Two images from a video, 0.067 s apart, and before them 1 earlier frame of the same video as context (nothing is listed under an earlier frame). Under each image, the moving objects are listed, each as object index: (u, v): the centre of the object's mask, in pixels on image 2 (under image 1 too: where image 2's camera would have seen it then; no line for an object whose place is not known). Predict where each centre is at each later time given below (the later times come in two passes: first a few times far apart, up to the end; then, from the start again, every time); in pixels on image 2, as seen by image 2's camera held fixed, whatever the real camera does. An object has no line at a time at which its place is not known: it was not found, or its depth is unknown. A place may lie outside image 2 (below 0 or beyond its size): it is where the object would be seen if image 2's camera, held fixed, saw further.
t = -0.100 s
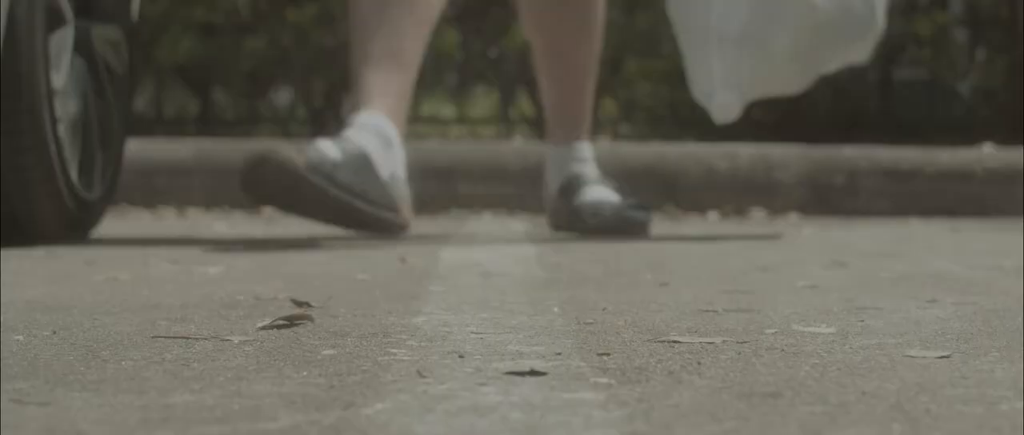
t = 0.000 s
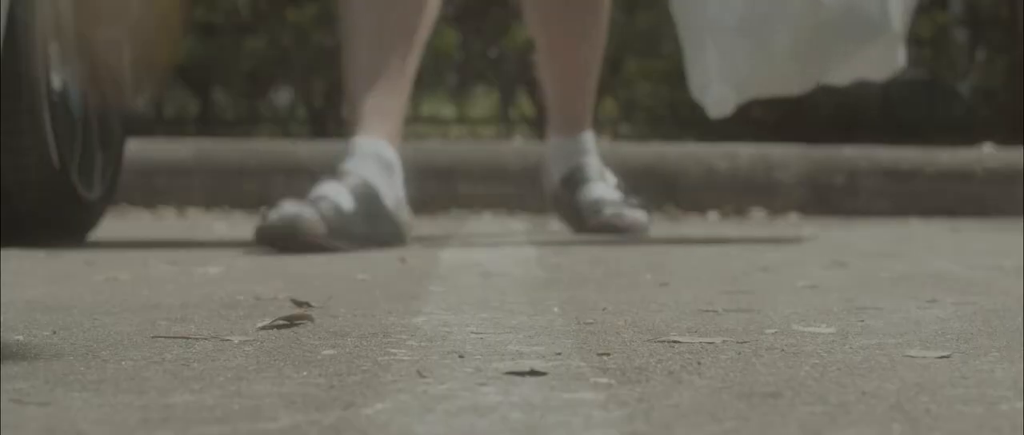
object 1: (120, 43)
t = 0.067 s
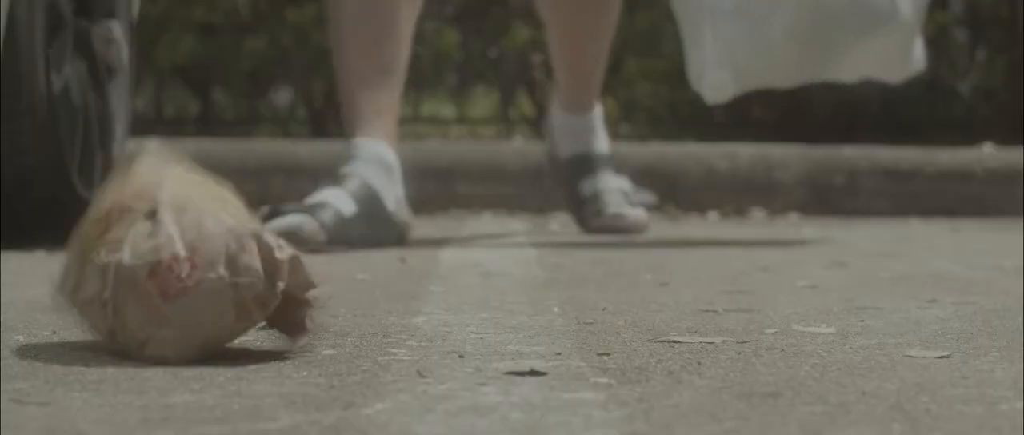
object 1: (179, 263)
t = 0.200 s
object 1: (261, 204)
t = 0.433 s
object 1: (272, 223)
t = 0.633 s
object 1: (176, 290)
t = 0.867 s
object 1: (172, 295)
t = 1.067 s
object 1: (172, 295)
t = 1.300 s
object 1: (172, 295)
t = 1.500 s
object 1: (172, 295)
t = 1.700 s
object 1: (172, 295)
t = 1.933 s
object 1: (172, 295)
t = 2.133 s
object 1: (172, 295)
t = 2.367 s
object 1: (172, 295)
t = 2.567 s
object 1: (172, 295)
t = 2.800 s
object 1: (172, 295)
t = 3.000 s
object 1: (172, 295)
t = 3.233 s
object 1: (172, 295)
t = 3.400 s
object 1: (172, 295)
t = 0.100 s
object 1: (195, 227)
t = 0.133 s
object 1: (222, 209)
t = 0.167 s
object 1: (250, 205)
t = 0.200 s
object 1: (261, 204)
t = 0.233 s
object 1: (269, 205)
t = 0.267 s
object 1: (281, 206)
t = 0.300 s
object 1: (288, 208)
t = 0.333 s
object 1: (287, 210)
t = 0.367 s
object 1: (284, 214)
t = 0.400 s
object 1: (280, 218)
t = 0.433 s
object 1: (272, 223)
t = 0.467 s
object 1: (259, 233)
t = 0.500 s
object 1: (245, 248)
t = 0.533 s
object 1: (222, 275)
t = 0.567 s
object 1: (202, 298)
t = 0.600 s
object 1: (196, 294)
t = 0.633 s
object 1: (176, 290)
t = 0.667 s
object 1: (168, 295)
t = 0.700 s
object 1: (169, 293)
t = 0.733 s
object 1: (172, 295)
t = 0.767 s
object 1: (173, 295)
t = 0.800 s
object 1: (172, 295)
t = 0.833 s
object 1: (171, 296)
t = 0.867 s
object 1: (172, 295)
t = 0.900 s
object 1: (172, 295)
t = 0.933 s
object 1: (172, 295)
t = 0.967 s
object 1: (172, 295)
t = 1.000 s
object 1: (172, 295)
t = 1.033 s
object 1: (172, 295)
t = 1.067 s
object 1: (172, 295)
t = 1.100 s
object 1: (172, 295)
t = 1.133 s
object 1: (172, 295)
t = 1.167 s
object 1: (172, 295)
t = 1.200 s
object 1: (172, 295)
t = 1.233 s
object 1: (172, 295)
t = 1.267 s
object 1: (172, 295)
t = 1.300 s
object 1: (172, 295)
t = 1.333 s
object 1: (172, 295)
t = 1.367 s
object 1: (172, 295)
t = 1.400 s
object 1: (172, 295)
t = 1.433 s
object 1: (172, 295)
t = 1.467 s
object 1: (172, 295)
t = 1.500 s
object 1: (172, 295)
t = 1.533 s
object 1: (172, 295)
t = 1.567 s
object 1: (172, 295)
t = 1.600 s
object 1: (172, 295)
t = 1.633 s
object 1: (172, 295)
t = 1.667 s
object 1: (172, 295)
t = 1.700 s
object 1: (172, 295)
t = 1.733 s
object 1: (172, 296)
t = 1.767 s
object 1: (172, 296)
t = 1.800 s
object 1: (172, 295)
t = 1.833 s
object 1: (172, 295)
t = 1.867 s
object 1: (172, 295)
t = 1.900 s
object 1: (172, 295)
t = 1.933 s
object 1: (172, 295)
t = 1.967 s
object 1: (172, 295)
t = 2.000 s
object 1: (172, 295)
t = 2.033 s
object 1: (172, 295)
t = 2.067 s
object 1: (172, 295)
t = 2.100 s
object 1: (172, 295)
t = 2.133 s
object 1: (172, 295)
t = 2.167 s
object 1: (172, 295)
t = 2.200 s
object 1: (172, 295)
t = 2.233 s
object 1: (172, 295)
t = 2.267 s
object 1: (172, 295)
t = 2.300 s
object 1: (172, 295)
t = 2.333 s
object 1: (172, 295)
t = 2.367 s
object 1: (172, 295)
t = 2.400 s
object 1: (172, 295)
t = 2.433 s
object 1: (172, 295)
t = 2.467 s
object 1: (172, 295)
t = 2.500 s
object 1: (172, 295)
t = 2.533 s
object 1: (172, 295)
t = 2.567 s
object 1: (172, 295)
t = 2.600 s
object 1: (172, 295)
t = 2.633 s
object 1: (172, 295)
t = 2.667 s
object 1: (172, 295)
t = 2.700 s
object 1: (172, 295)
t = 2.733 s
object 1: (172, 295)
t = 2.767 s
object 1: (172, 295)
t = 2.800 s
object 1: (172, 295)
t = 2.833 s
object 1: (172, 295)
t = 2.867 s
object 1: (172, 295)
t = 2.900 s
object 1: (172, 295)
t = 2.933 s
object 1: (172, 295)
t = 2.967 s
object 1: (172, 296)
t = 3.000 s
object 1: (172, 295)
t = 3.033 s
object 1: (172, 295)
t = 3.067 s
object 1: (172, 295)
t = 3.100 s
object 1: (172, 295)
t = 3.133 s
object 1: (172, 295)
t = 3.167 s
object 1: (172, 295)
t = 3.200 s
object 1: (172, 295)
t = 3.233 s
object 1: (172, 295)
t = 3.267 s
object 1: (172, 295)
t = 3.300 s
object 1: (172, 295)
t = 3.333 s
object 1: (172, 295)
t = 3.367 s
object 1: (172, 295)
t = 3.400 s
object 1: (172, 295)
